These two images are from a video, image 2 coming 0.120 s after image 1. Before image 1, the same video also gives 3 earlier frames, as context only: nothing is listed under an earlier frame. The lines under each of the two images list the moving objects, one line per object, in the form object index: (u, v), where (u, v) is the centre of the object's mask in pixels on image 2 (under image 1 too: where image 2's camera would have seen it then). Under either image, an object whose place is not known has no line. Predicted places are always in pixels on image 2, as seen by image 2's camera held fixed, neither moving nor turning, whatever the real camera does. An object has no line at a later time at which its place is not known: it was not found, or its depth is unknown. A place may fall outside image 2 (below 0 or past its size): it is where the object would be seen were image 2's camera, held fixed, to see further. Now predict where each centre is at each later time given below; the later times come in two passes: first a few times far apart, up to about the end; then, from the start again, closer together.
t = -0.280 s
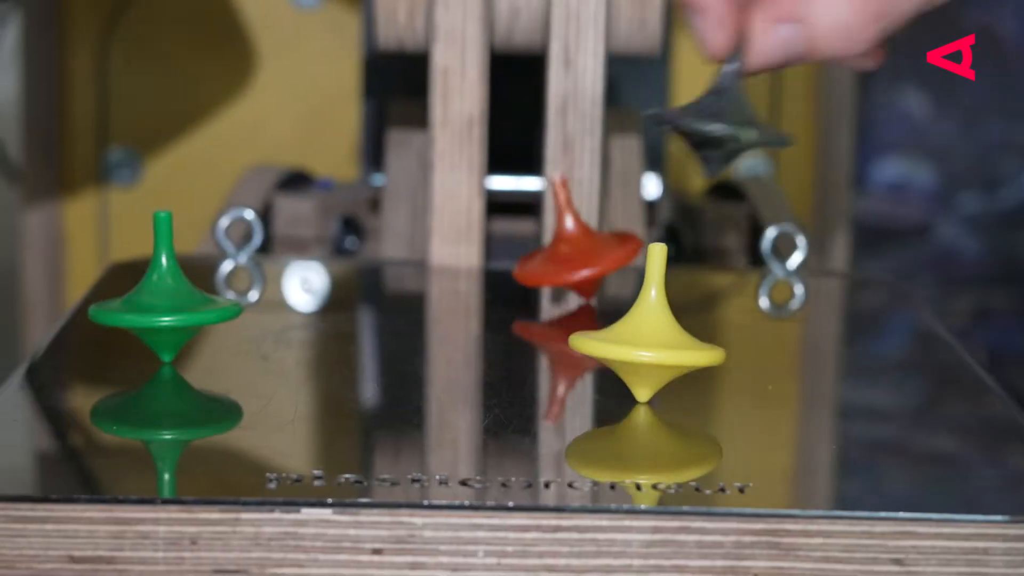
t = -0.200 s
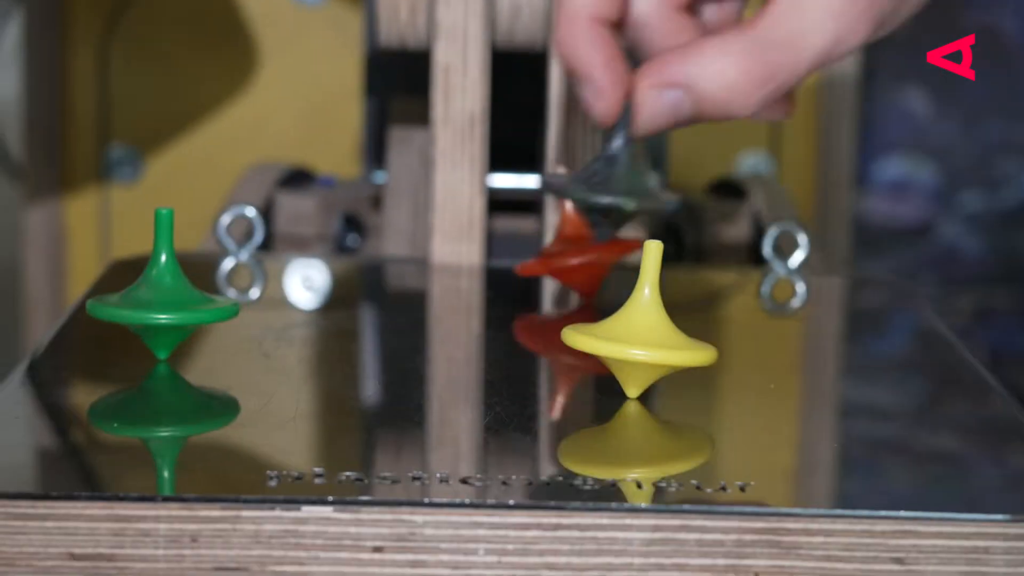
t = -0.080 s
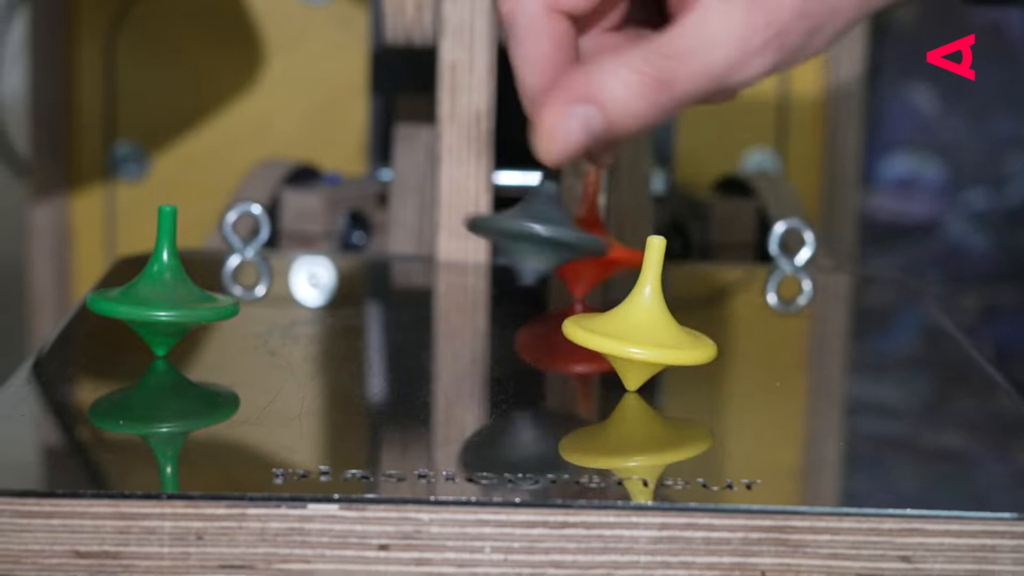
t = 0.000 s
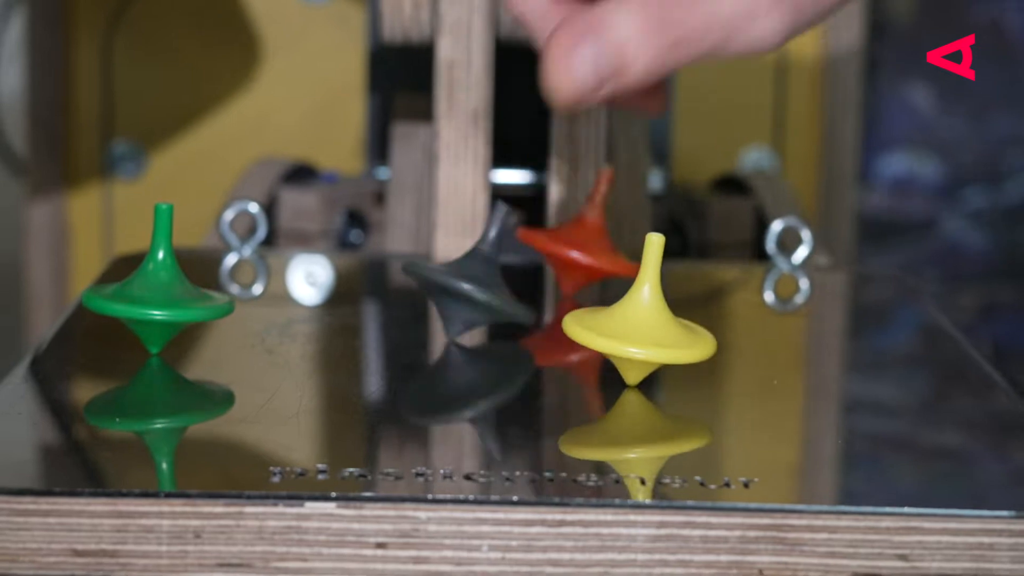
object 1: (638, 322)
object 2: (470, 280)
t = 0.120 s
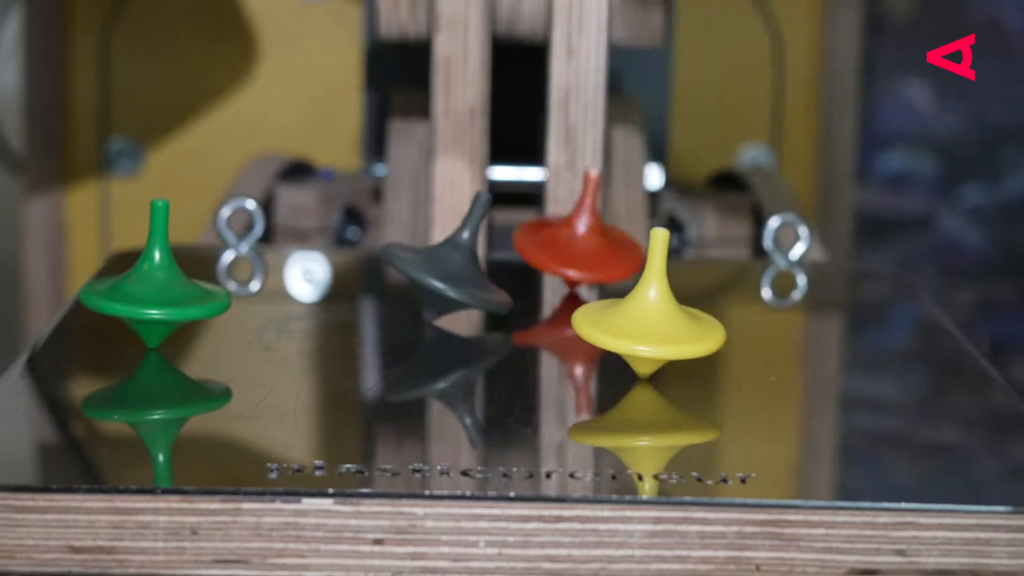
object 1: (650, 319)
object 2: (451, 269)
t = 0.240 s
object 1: (668, 319)
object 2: (460, 261)
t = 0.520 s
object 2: (497, 249)
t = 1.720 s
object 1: (719, 326)
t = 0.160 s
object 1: (655, 319)
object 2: (452, 265)
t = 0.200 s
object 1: (662, 319)
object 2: (454, 263)
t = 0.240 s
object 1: (668, 319)
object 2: (460, 261)
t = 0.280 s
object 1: (675, 319)
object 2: (470, 258)
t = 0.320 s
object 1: (682, 320)
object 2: (480, 256)
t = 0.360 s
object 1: (688, 320)
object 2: (480, 254)
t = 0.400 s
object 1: (694, 321)
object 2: (484, 253)
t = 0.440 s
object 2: (490, 251)
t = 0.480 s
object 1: (703, 323)
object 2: (493, 252)
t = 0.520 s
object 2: (497, 249)
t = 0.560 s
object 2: (509, 248)
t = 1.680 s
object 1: (715, 325)
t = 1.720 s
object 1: (719, 326)
